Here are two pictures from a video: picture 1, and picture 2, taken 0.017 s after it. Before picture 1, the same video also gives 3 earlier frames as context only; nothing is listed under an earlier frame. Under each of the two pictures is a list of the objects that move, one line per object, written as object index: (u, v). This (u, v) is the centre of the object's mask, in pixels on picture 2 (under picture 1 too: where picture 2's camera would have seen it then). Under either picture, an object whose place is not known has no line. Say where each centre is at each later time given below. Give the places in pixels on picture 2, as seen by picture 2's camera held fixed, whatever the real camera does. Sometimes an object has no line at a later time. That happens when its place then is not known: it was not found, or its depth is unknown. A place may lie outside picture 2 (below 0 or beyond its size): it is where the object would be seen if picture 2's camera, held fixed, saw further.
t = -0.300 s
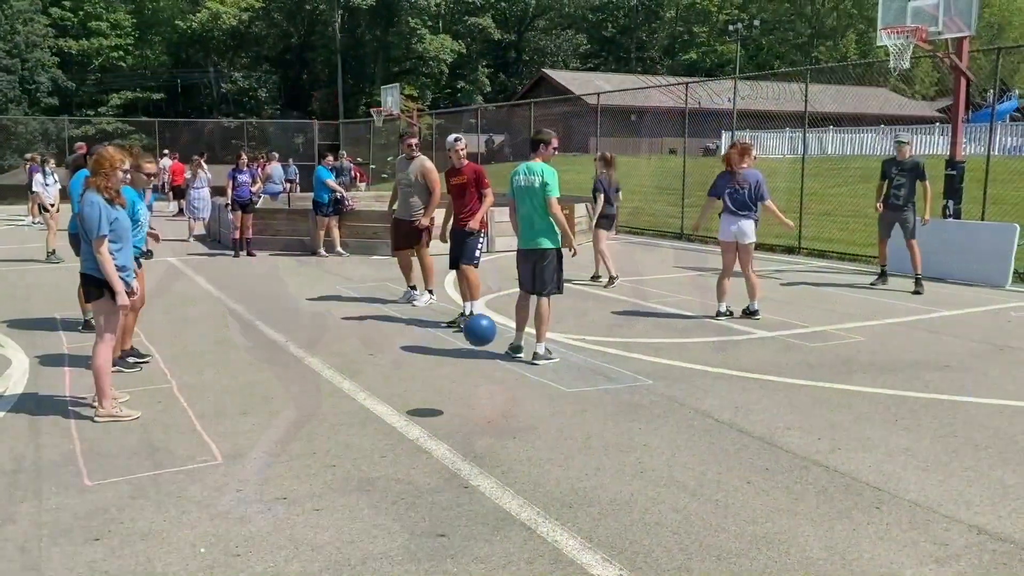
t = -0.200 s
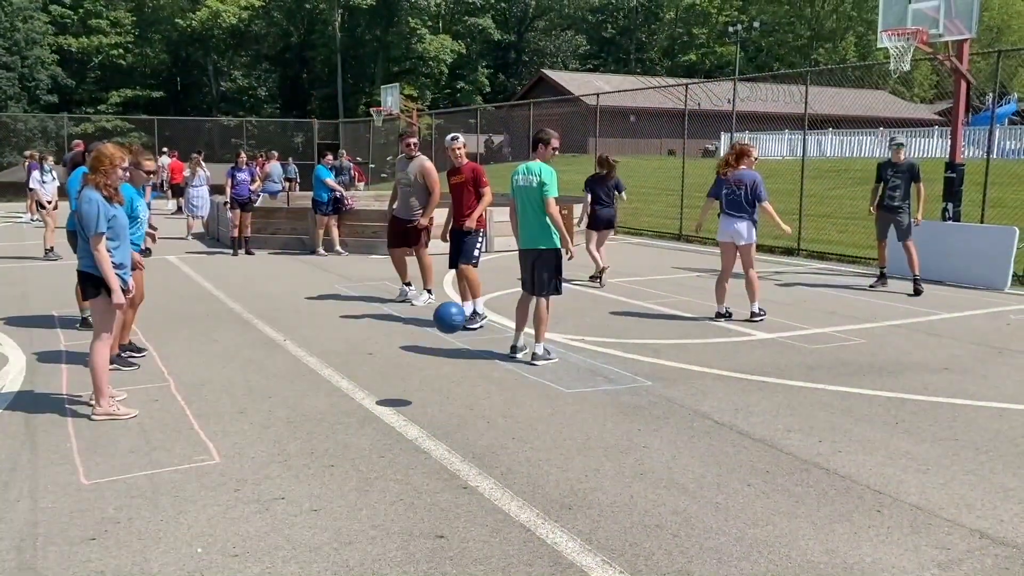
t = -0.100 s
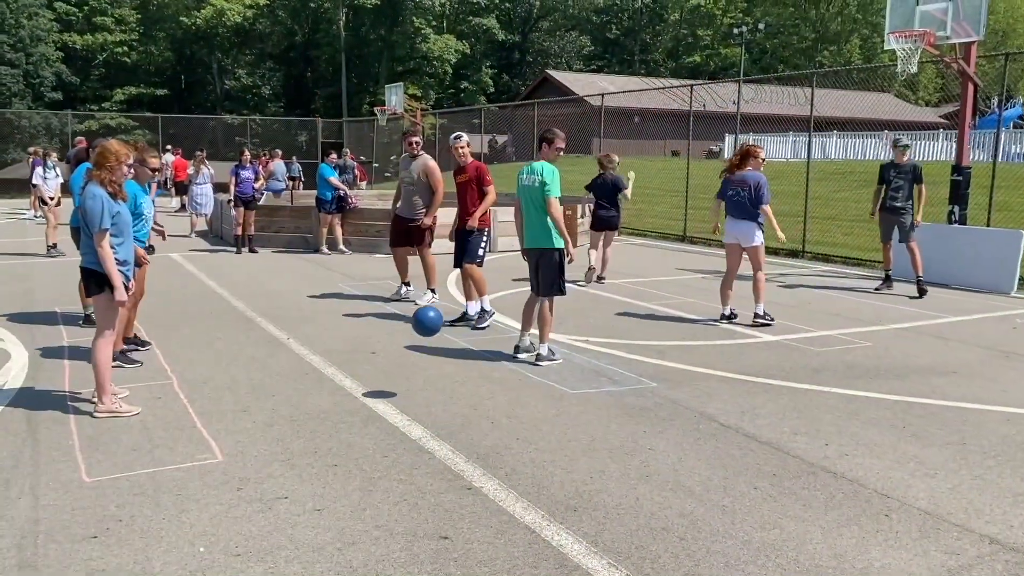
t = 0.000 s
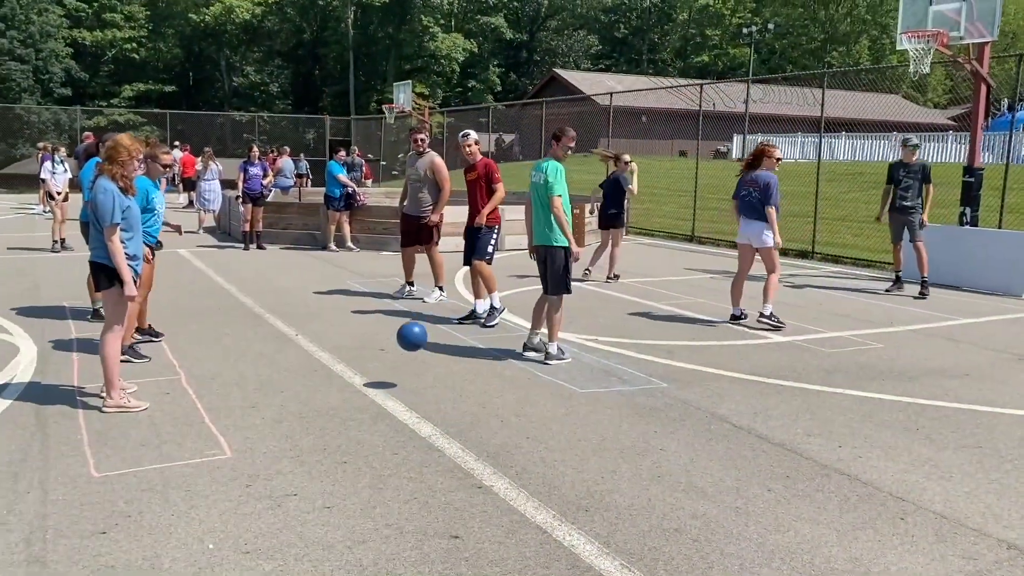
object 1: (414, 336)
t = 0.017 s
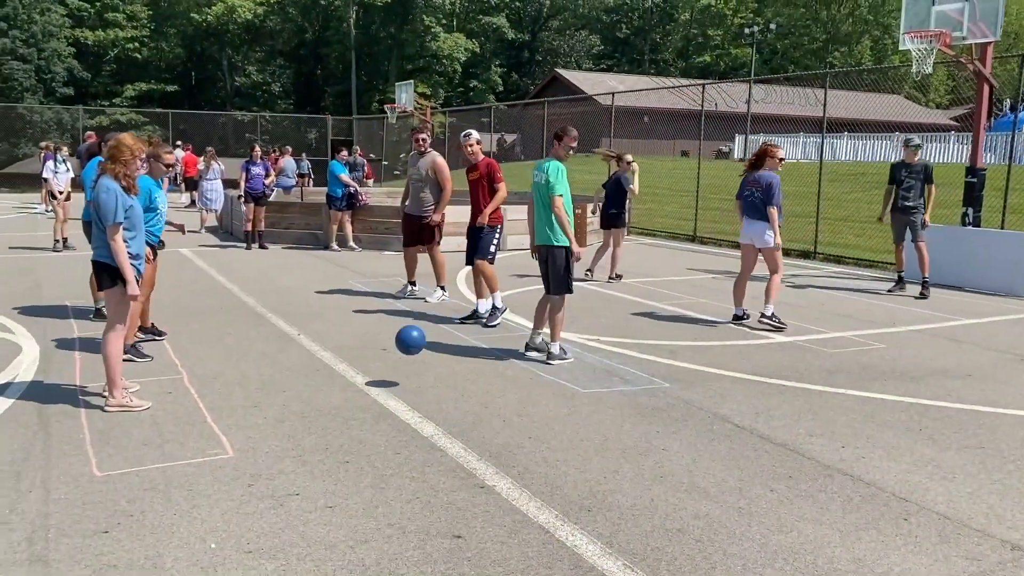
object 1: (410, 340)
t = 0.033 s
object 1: (407, 344)
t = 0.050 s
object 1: (403, 349)
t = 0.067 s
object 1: (399, 355)
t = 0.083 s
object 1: (395, 360)
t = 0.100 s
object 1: (391, 367)
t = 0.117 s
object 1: (388, 367)
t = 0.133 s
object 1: (385, 361)
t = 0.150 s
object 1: (382, 355)
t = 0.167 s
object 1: (379, 350)
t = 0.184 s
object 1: (376, 345)
